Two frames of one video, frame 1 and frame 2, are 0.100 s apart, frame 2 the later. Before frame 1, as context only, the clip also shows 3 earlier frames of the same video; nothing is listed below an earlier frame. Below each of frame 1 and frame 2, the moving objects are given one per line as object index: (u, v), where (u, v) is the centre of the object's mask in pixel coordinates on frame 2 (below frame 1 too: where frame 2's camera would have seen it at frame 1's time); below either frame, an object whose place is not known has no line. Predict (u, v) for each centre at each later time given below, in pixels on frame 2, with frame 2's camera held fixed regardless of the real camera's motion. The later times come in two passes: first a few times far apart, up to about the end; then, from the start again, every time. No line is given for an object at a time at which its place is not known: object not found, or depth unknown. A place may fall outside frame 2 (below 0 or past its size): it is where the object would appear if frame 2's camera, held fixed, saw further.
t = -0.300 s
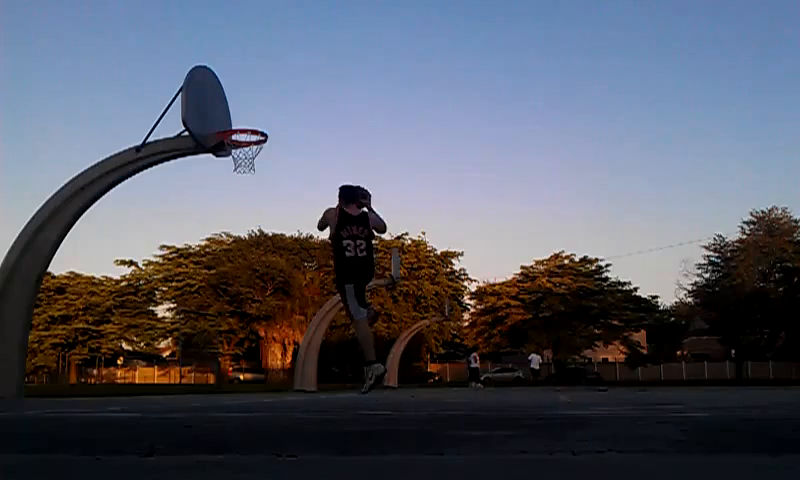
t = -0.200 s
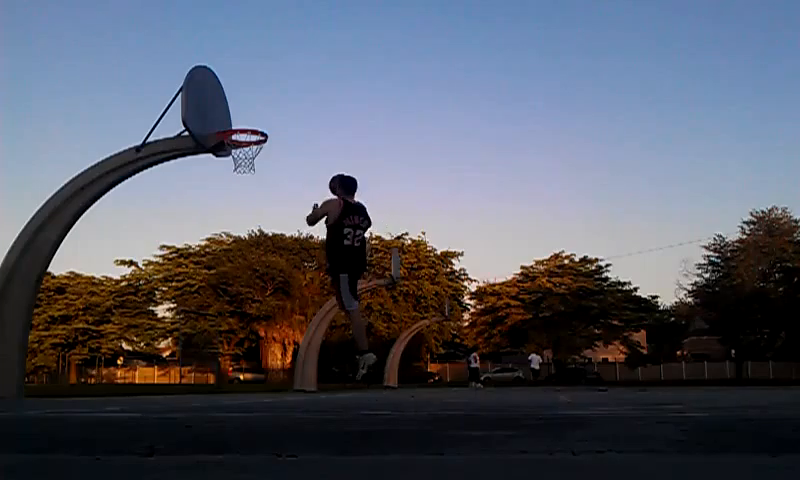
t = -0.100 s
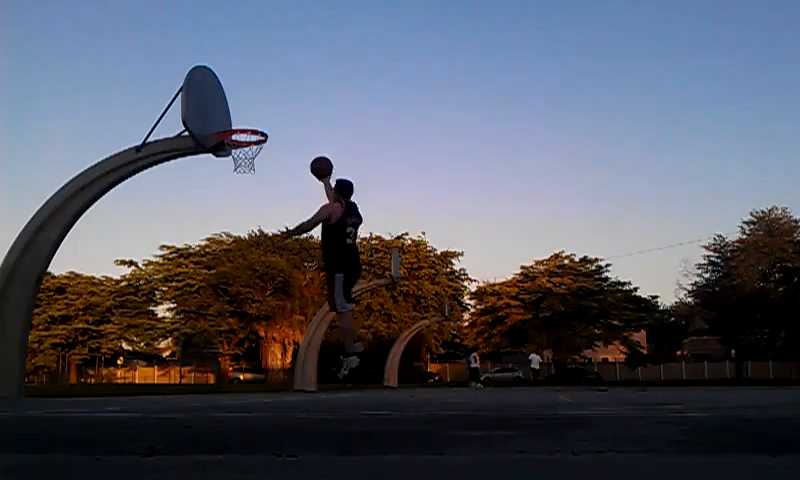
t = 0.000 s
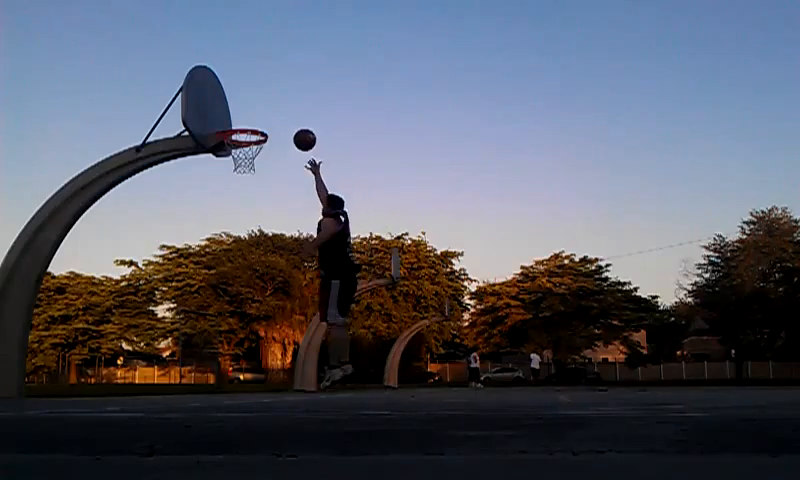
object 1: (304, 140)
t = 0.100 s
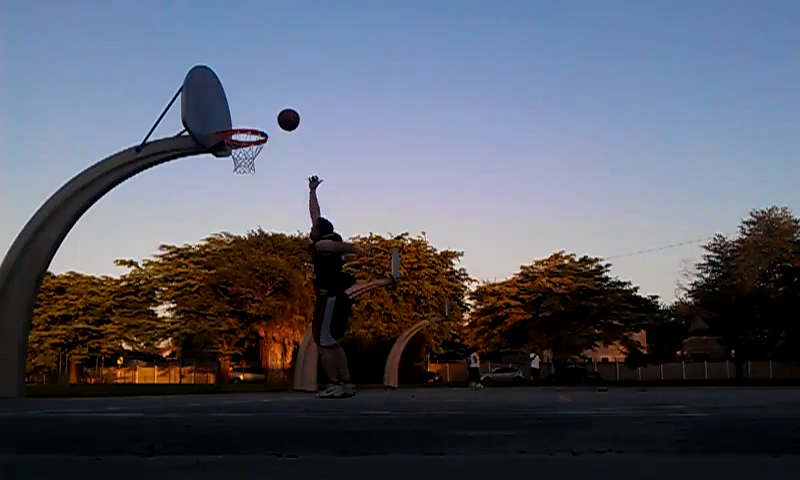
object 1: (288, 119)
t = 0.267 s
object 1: (262, 105)
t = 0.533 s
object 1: (231, 125)
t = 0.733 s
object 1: (260, 130)
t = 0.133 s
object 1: (283, 115)
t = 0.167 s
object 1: (277, 111)
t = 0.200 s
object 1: (272, 108)
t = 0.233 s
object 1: (267, 106)
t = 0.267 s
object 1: (262, 105)
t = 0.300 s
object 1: (257, 105)
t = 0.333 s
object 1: (251, 106)
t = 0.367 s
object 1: (246, 108)
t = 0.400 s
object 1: (241, 111)
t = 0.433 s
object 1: (236, 114)
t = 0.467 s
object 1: (231, 119)
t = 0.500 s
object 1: (225, 123)
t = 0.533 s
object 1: (231, 125)
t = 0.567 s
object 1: (237, 128)
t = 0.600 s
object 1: (241, 128)
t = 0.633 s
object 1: (246, 127)
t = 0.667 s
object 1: (250, 128)
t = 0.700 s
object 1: (255, 129)
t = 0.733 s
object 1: (260, 130)
